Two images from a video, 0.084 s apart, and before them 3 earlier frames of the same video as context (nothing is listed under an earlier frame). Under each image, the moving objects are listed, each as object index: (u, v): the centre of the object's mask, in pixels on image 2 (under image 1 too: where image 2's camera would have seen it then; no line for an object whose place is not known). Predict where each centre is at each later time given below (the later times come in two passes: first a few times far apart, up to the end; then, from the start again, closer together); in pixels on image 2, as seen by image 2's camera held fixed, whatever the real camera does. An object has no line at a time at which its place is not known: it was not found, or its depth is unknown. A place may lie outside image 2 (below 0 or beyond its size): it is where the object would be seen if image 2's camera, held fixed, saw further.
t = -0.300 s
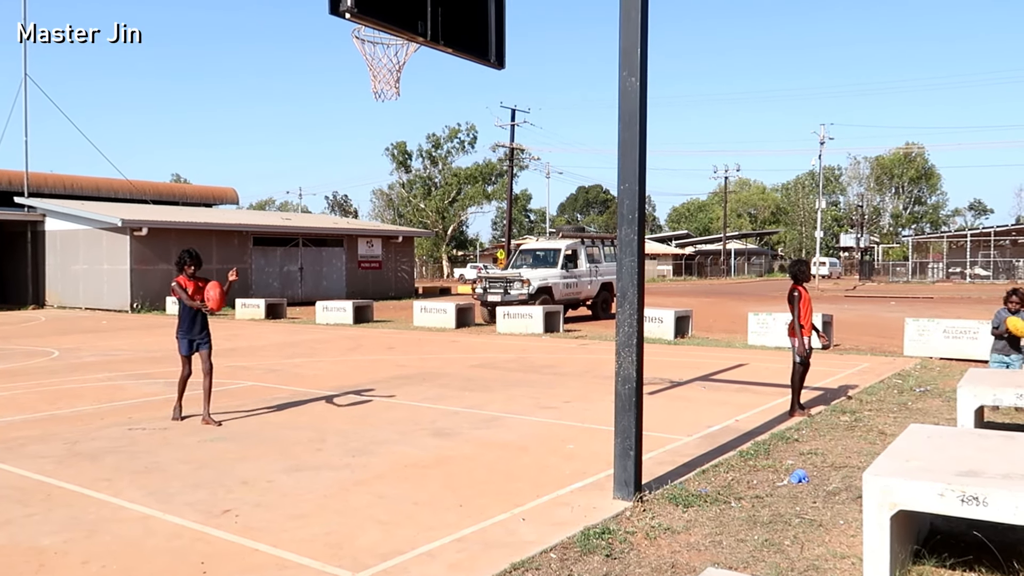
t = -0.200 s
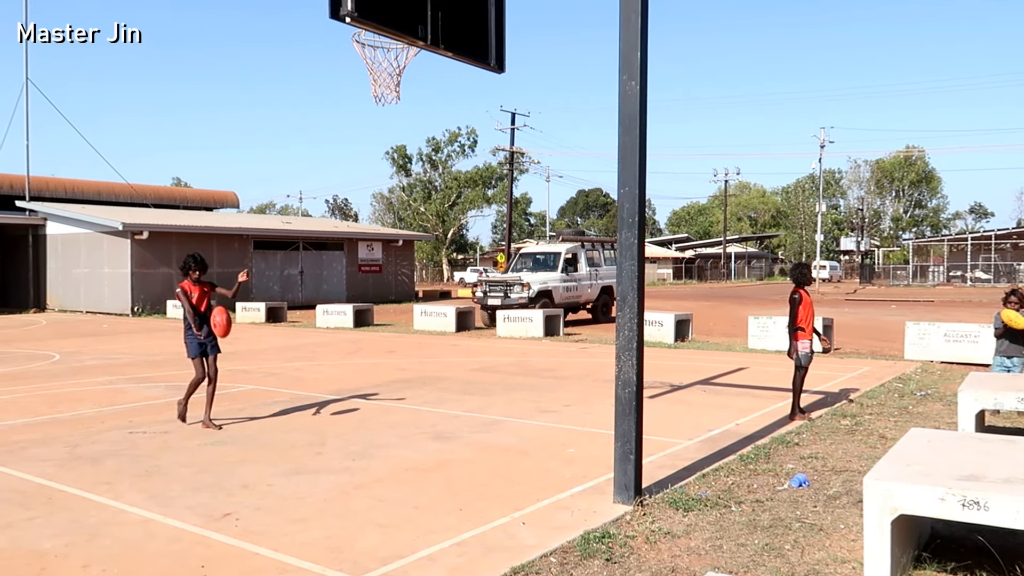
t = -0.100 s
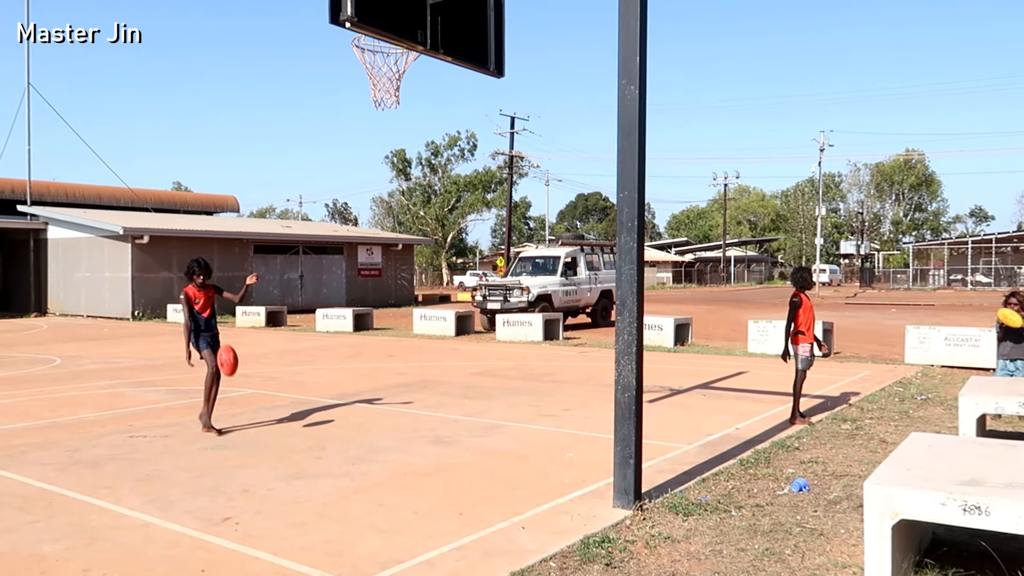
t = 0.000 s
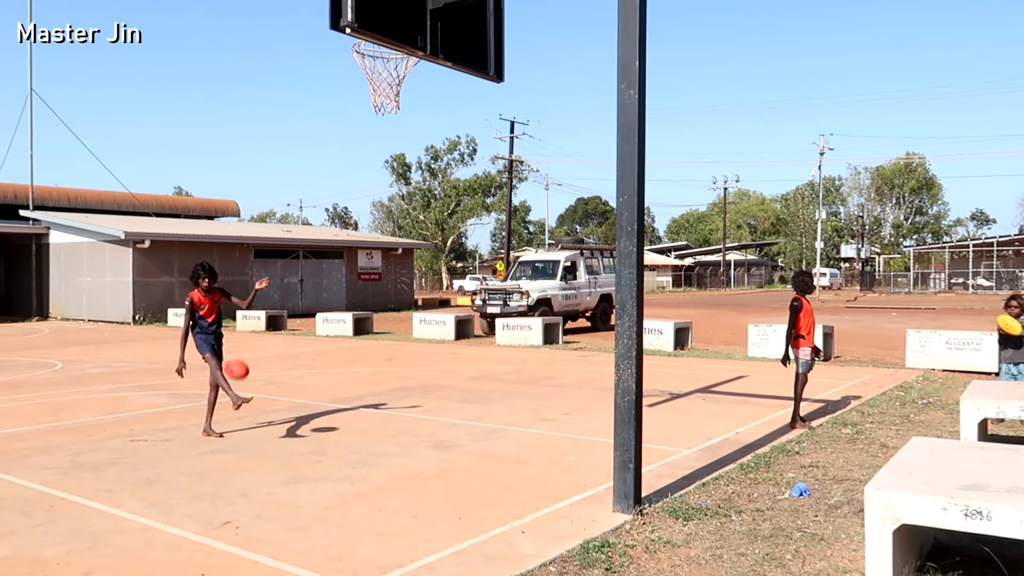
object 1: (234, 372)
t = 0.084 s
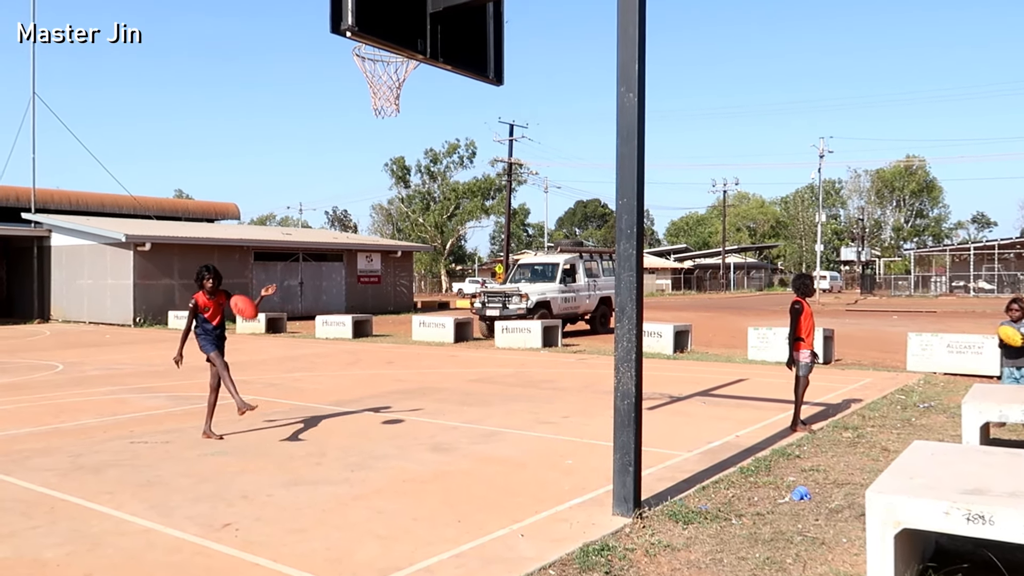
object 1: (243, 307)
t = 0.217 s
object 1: (259, 219)
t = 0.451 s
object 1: (285, 107)
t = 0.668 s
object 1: (313, 58)
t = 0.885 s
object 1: (343, 67)
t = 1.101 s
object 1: (378, 145)
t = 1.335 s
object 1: (420, 315)
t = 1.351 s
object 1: (424, 334)
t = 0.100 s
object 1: (245, 295)
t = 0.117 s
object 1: (247, 283)
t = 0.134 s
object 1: (249, 272)
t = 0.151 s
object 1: (251, 261)
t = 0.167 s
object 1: (252, 250)
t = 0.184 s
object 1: (254, 240)
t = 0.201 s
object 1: (257, 228)
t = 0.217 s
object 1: (259, 219)
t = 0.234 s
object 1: (261, 209)
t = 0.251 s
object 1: (263, 199)
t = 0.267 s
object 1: (265, 190)
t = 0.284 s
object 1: (266, 181)
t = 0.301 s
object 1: (268, 172)
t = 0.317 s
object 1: (270, 163)
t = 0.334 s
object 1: (271, 155)
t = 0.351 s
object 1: (273, 147)
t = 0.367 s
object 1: (275, 140)
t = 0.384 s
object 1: (277, 133)
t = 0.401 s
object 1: (279, 126)
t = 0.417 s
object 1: (281, 120)
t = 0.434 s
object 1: (283, 113)
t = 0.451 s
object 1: (285, 107)
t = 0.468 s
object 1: (287, 101)
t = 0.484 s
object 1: (289, 96)
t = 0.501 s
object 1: (291, 91)
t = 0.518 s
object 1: (293, 86)
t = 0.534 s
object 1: (295, 81)
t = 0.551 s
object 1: (297, 78)
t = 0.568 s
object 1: (299, 74)
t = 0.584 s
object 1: (301, 71)
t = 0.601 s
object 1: (304, 68)
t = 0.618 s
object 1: (306, 65)
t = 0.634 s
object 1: (308, 62)
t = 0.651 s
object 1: (311, 60)
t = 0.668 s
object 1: (313, 58)
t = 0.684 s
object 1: (315, 56)
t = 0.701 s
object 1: (317, 55)
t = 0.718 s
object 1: (319, 54)
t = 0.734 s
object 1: (321, 54)
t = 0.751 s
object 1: (323, 54)
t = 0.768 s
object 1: (325, 55)
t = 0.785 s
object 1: (328, 56)
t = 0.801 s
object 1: (330, 58)
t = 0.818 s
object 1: (333, 59)
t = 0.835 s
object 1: (335, 60)
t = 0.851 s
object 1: (338, 62)
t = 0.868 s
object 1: (340, 64)
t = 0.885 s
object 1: (343, 67)
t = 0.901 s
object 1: (345, 71)
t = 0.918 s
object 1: (348, 75)
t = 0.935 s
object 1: (350, 79)
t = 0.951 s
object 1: (352, 84)
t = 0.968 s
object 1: (355, 90)
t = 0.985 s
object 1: (358, 95)
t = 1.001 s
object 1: (360, 102)
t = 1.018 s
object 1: (363, 108)
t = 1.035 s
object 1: (366, 114)
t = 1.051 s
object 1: (369, 121)
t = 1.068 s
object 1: (372, 129)
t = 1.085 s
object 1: (375, 136)
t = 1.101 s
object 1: (378, 145)
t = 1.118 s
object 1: (380, 154)
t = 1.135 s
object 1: (383, 164)
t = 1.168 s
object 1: (390, 185)
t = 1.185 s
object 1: (393, 196)
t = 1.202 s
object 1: (396, 208)
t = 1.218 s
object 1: (399, 220)
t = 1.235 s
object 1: (403, 232)
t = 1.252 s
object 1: (406, 245)
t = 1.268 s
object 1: (409, 258)
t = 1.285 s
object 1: (412, 272)
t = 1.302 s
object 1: (414, 286)
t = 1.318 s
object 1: (417, 300)
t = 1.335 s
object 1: (420, 315)
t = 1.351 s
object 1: (424, 334)
